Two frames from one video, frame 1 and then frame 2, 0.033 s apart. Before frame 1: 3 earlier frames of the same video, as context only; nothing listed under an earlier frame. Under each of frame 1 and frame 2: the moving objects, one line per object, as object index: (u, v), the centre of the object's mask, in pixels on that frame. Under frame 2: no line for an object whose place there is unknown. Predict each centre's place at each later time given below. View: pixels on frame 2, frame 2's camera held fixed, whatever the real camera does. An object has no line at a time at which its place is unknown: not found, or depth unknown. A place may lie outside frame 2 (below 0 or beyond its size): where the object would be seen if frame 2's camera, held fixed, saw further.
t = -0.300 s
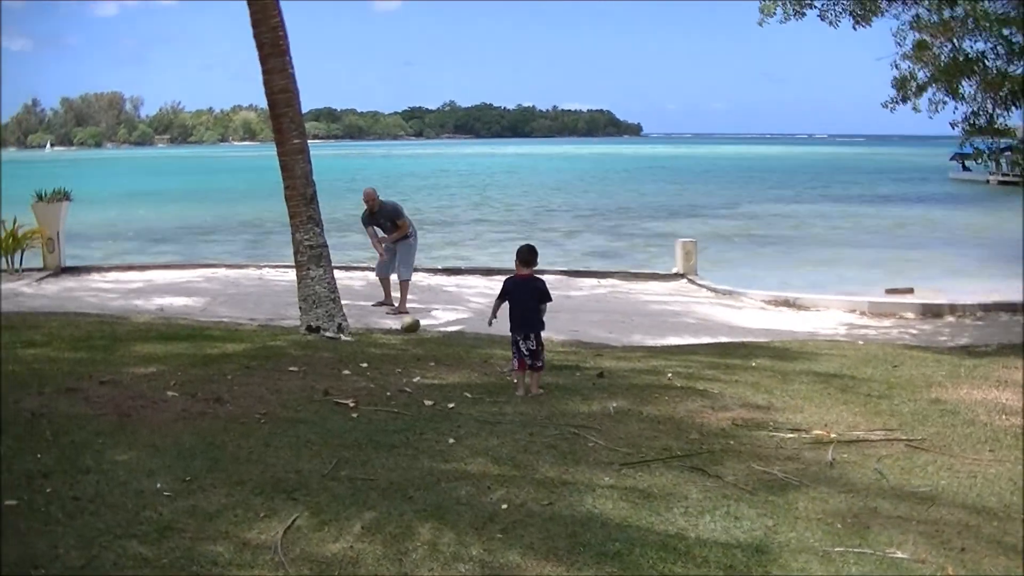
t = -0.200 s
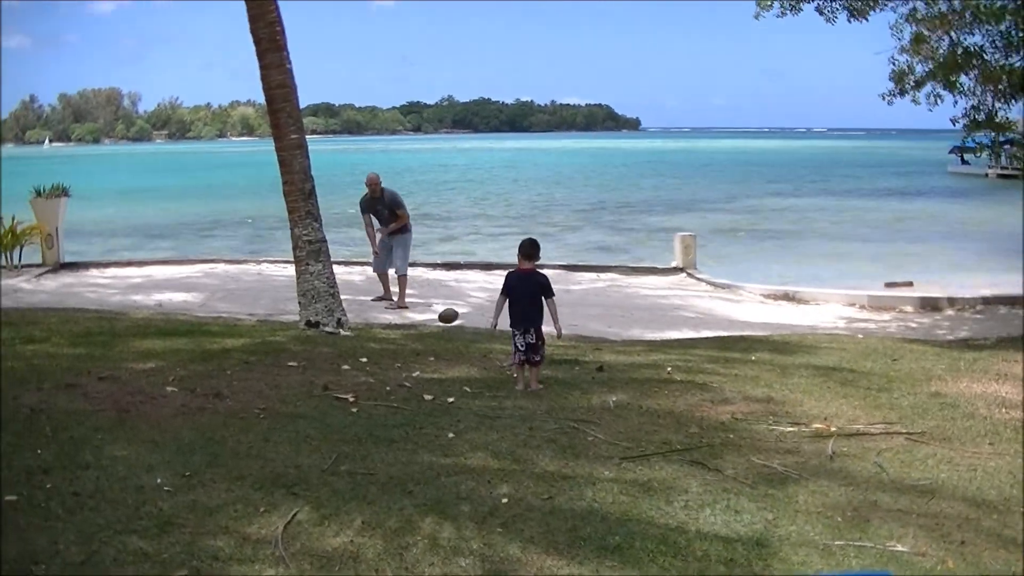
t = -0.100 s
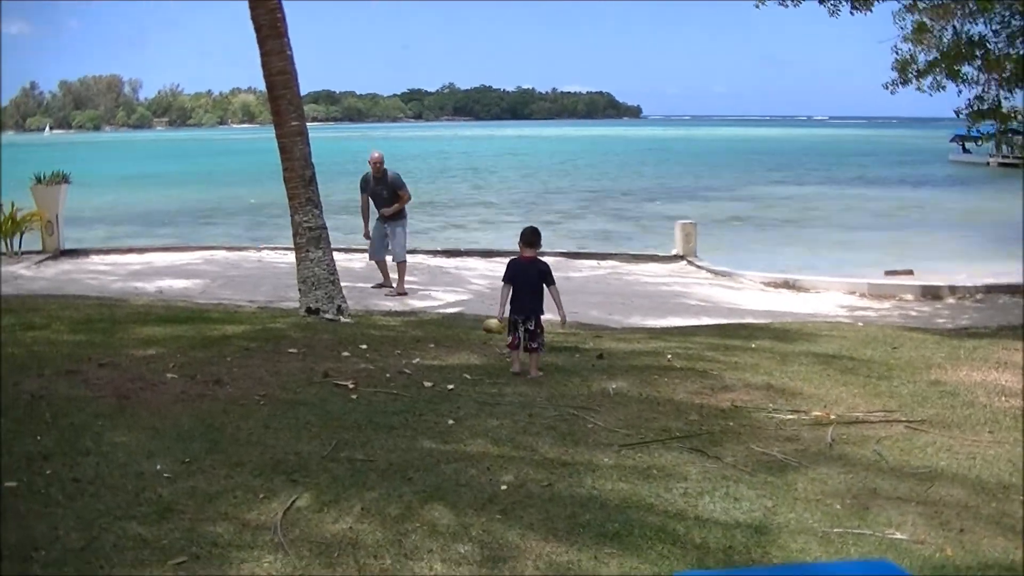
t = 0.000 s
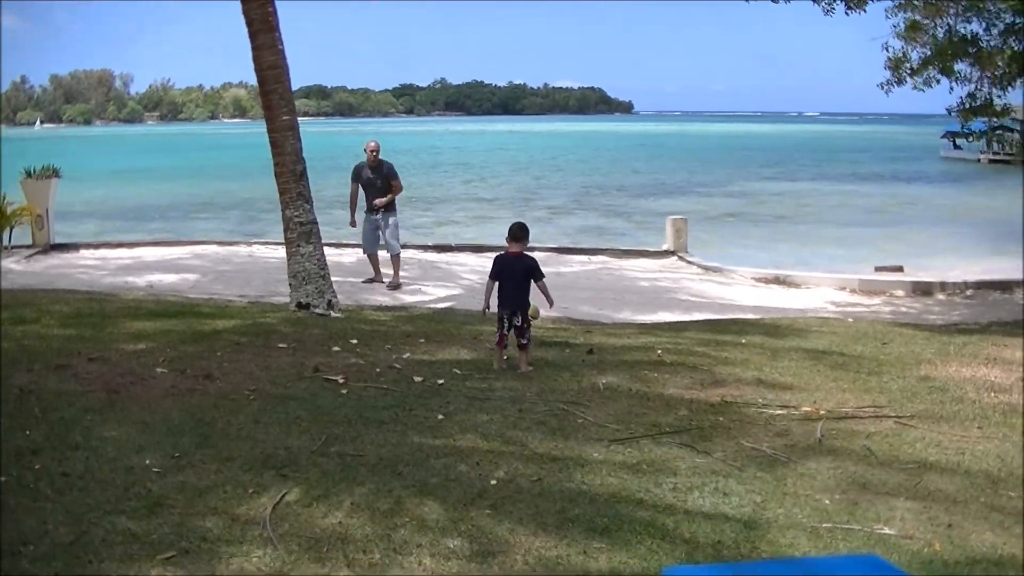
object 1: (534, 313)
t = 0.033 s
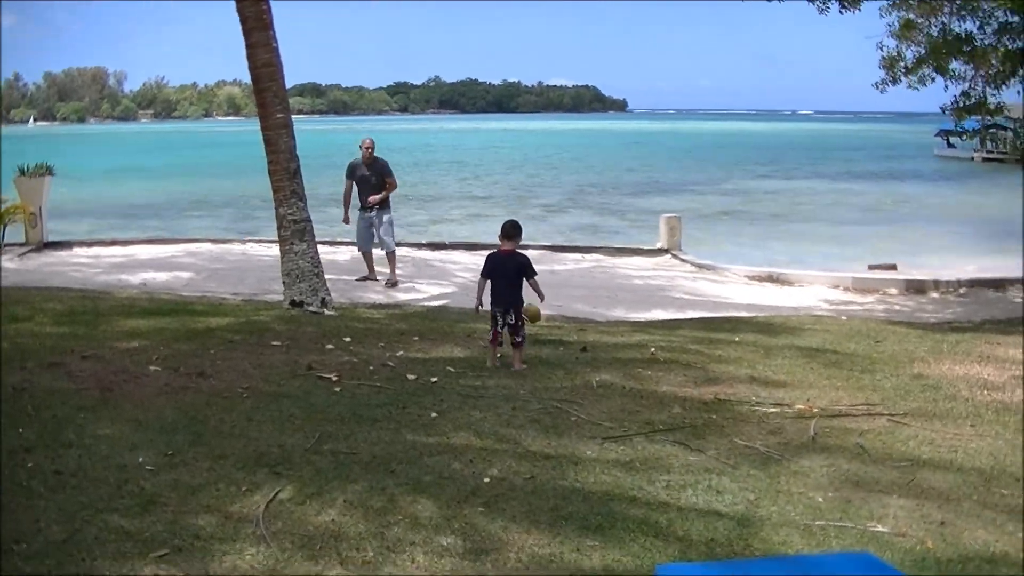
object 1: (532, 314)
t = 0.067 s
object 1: (548, 324)
